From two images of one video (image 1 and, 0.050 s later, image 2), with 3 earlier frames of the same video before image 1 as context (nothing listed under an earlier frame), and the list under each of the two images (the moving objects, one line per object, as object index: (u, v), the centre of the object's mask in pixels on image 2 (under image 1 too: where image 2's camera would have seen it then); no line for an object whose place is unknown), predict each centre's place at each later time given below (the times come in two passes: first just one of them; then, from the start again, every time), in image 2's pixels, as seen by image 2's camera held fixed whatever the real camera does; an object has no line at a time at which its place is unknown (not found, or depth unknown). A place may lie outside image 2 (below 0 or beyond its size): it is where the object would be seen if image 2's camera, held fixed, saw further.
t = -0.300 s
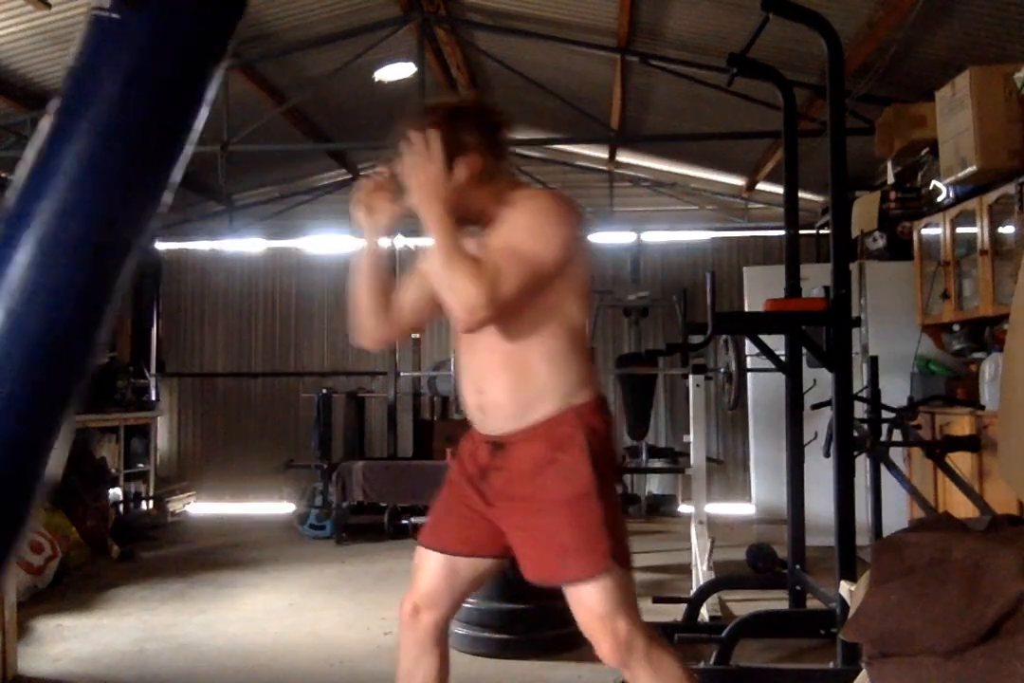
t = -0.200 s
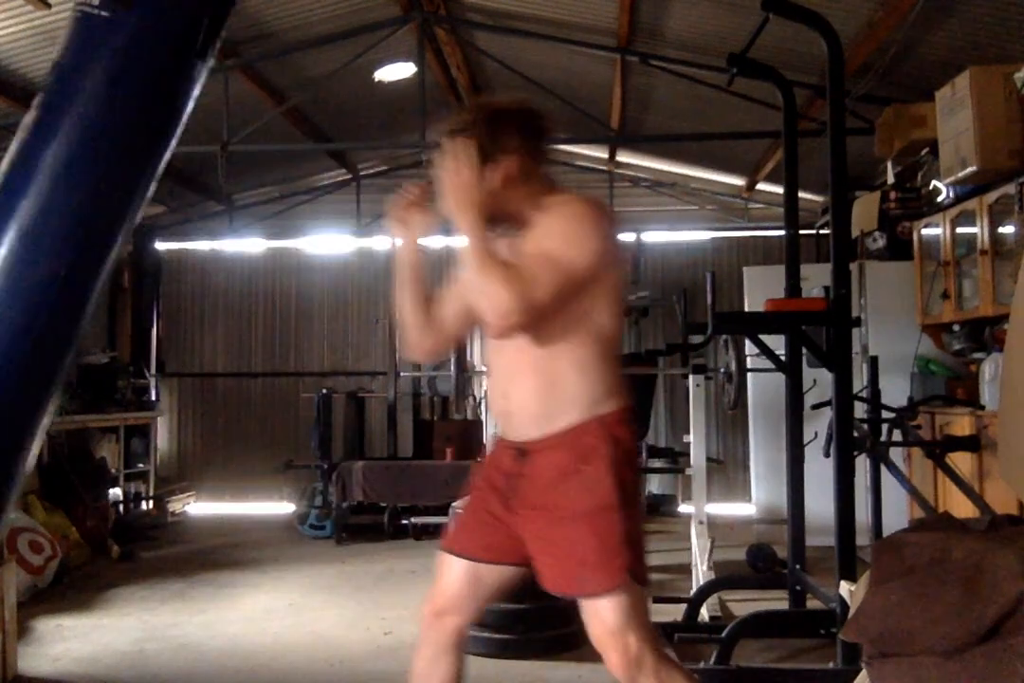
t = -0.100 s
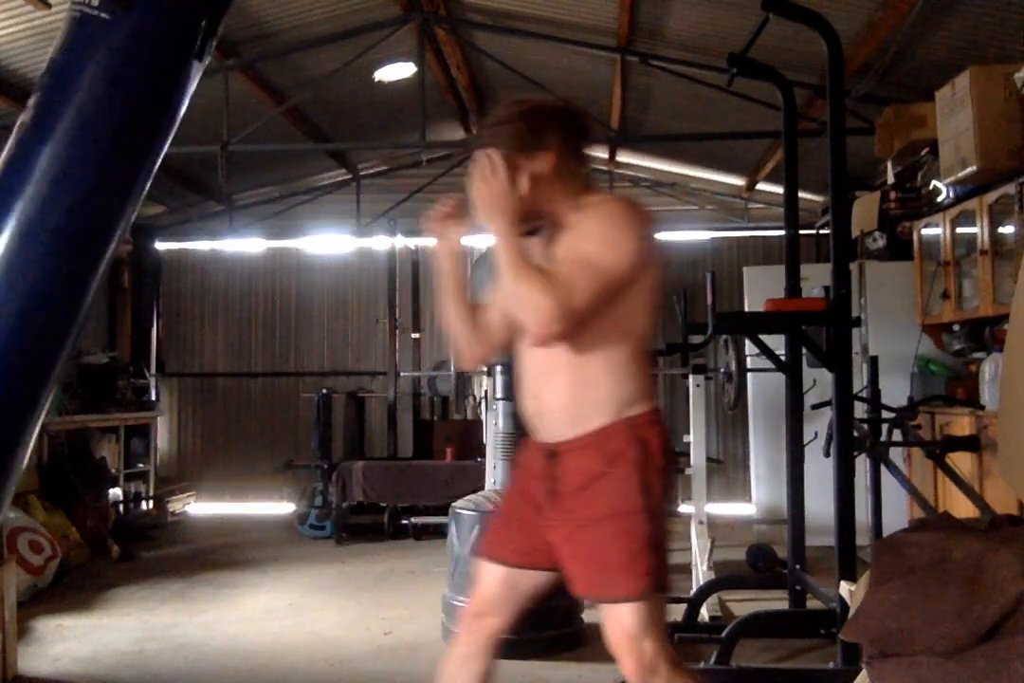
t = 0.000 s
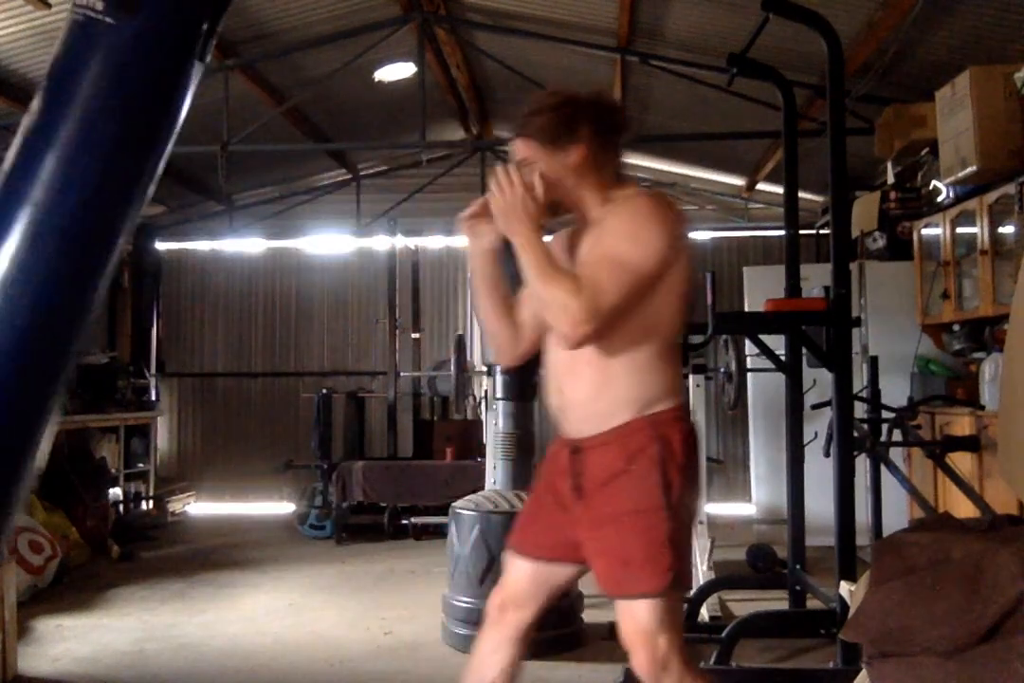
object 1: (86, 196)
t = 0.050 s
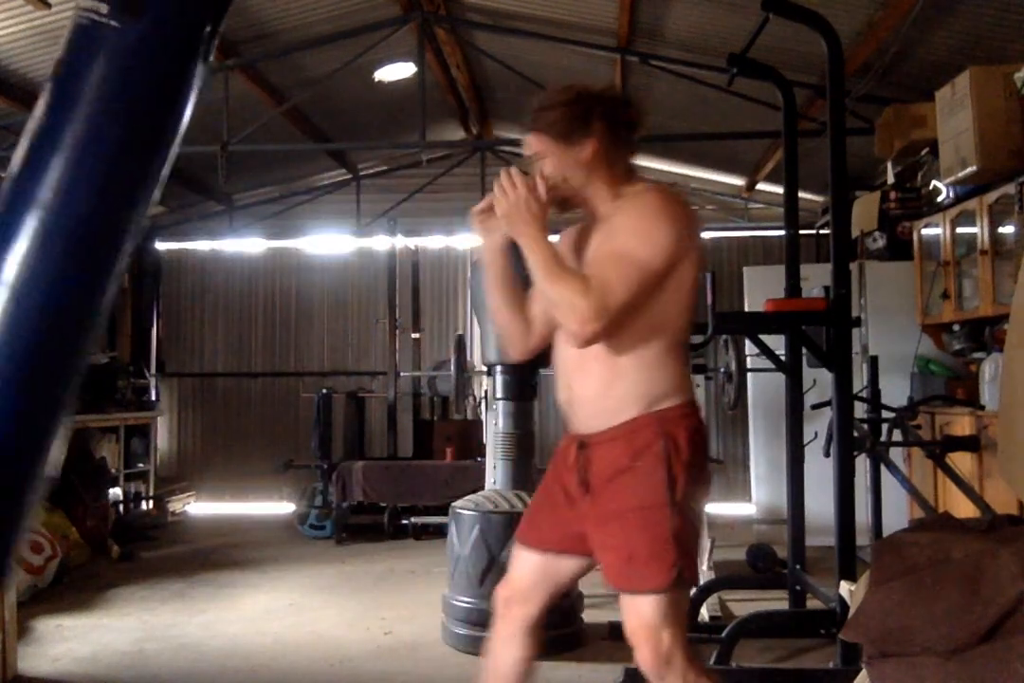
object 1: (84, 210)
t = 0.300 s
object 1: (131, 308)
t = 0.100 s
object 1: (90, 235)
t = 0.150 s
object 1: (90, 255)
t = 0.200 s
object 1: (95, 282)
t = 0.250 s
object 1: (109, 298)
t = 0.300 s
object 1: (131, 308)
